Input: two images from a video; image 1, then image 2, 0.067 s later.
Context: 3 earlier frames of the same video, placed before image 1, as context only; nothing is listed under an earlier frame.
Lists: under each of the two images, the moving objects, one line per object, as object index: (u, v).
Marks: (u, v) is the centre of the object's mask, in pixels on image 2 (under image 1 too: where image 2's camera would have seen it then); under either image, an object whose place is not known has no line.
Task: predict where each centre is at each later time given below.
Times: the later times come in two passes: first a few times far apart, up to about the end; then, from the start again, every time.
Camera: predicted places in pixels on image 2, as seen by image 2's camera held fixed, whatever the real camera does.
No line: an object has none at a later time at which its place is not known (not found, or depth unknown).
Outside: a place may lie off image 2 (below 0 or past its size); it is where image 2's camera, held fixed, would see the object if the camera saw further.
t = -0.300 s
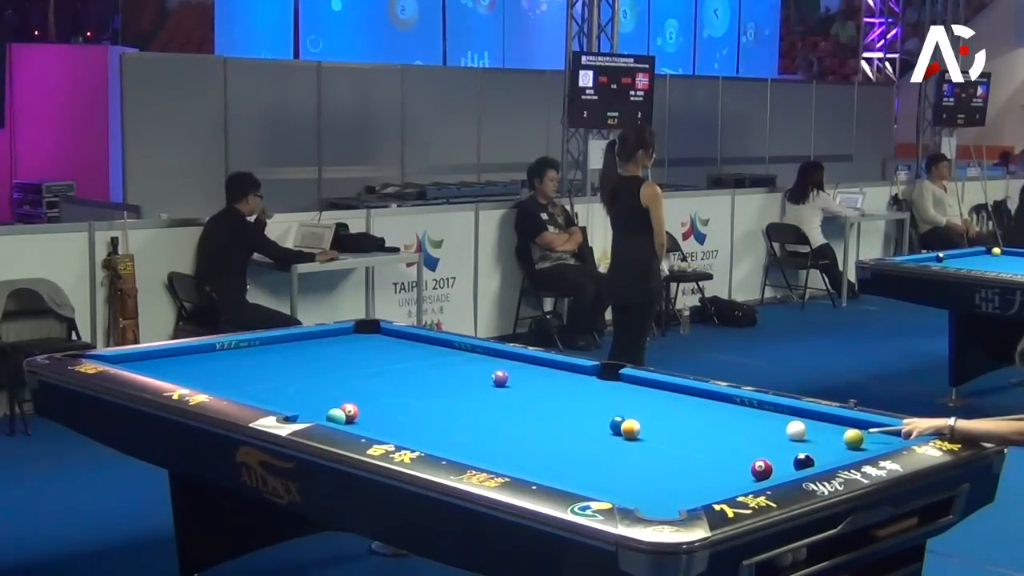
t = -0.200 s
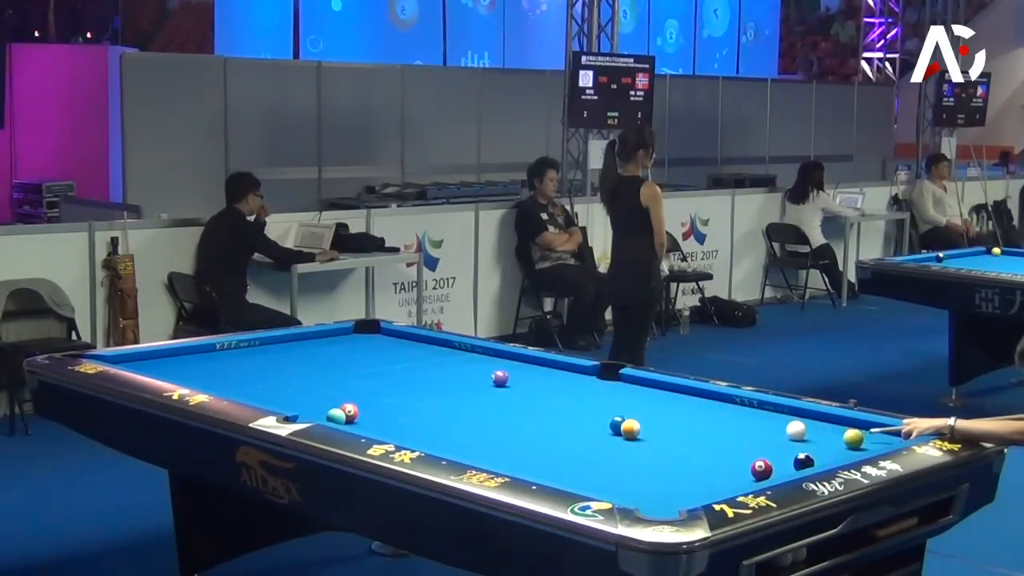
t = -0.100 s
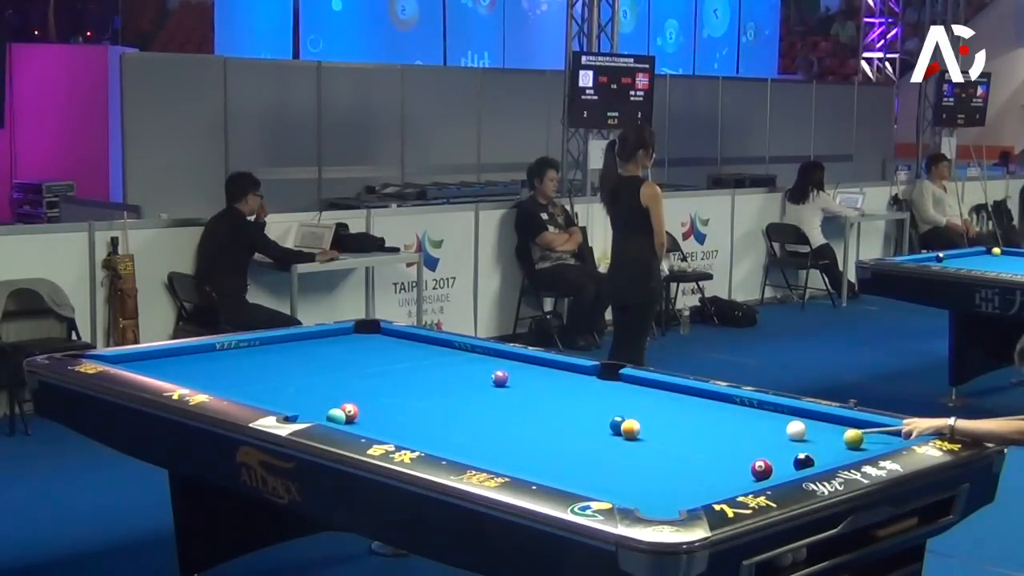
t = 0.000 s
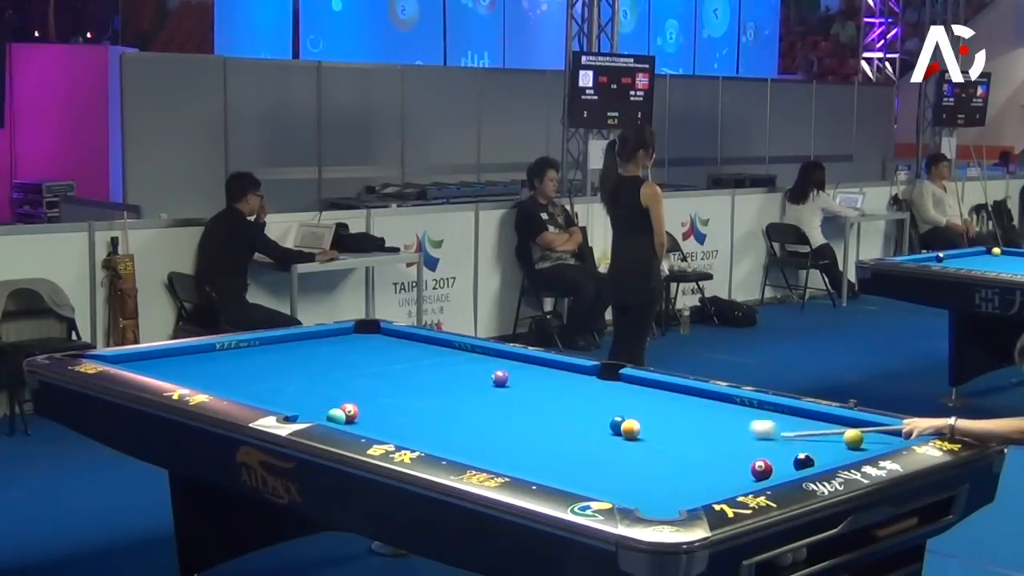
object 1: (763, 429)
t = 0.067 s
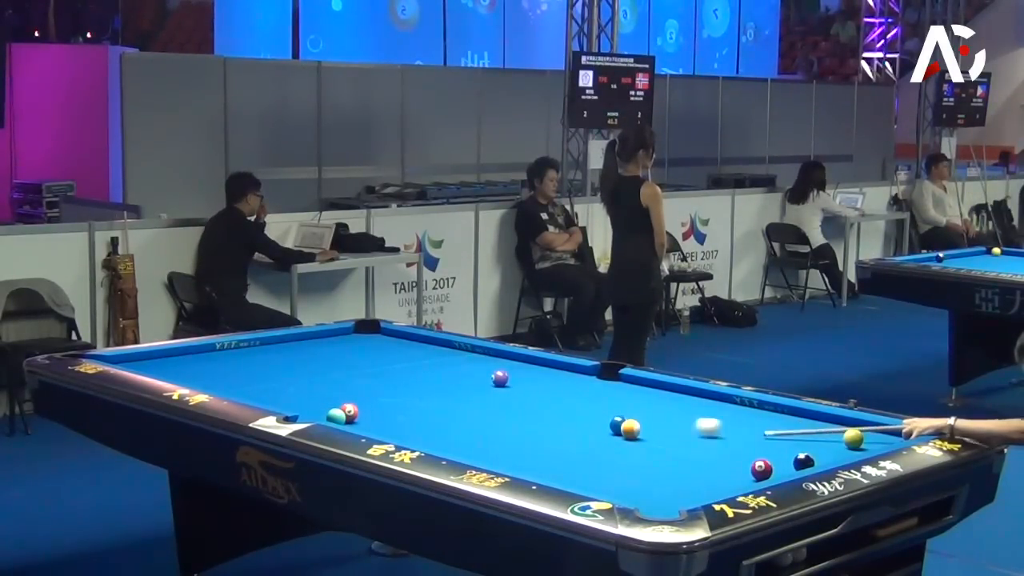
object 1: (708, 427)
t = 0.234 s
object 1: (640, 421)
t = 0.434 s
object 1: (647, 421)
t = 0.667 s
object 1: (658, 419)
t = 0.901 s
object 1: (669, 417)
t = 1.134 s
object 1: (678, 415)
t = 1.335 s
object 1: (686, 413)
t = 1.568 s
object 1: (693, 412)
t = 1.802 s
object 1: (700, 411)
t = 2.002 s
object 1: (705, 410)
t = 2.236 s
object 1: (710, 409)
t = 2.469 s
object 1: (714, 409)
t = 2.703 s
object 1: (717, 408)
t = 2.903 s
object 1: (719, 408)
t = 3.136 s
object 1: (721, 408)
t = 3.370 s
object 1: (721, 408)
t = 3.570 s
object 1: (720, 408)
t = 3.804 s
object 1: (720, 408)
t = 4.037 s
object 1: (720, 408)
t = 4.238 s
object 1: (720, 408)
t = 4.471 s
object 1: (720, 408)
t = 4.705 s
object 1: (720, 408)
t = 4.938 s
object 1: (720, 408)
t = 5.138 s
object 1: (720, 408)
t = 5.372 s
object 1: (720, 408)
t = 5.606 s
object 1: (720, 408)
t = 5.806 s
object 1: (720, 408)
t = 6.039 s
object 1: (720, 408)
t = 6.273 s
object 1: (720, 408)
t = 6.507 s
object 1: (720, 408)
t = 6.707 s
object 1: (720, 408)
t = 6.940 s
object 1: (720, 408)
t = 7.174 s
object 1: (720, 408)
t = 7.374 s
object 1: (720, 408)
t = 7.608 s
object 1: (720, 408)
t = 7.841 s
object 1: (720, 408)
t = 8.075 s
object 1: (720, 408)
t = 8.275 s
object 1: (720, 408)
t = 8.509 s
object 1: (720, 408)
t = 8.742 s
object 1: (720, 408)
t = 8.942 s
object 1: (720, 408)
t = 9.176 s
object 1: (720, 408)
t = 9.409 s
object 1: (720, 408)
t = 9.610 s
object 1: (720, 408)
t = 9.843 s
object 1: (720, 408)
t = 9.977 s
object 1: (720, 408)
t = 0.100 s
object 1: (682, 425)
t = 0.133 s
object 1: (658, 425)
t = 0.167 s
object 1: (640, 423)
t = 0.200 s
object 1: (640, 422)
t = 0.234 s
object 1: (640, 421)
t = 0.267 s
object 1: (641, 421)
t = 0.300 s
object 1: (642, 421)
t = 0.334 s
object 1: (643, 421)
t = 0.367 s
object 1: (645, 421)
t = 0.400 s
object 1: (646, 421)
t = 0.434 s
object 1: (647, 421)
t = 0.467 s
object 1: (649, 421)
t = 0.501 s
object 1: (650, 420)
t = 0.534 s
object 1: (652, 420)
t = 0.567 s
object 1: (654, 420)
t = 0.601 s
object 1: (655, 419)
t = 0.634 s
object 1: (657, 419)
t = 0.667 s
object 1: (658, 419)
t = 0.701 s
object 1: (660, 419)
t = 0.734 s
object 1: (661, 418)
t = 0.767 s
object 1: (663, 418)
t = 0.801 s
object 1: (665, 417)
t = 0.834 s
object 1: (666, 417)
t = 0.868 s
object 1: (667, 417)
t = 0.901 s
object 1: (669, 417)
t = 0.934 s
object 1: (670, 417)
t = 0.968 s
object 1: (672, 416)
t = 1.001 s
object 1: (673, 416)
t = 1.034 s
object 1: (674, 416)
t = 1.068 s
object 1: (676, 415)
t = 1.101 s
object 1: (677, 415)
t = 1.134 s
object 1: (678, 415)
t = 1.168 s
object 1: (679, 415)
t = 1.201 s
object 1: (681, 414)
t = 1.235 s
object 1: (682, 414)
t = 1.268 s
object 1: (683, 414)
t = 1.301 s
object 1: (684, 414)
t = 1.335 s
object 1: (686, 413)
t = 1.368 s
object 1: (687, 413)
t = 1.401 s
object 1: (688, 413)
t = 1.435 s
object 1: (689, 413)
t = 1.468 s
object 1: (690, 413)
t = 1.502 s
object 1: (691, 413)
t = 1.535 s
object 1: (692, 412)
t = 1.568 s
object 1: (693, 412)
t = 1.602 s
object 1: (694, 412)
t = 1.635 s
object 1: (695, 412)
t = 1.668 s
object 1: (696, 412)
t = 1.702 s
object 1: (697, 411)
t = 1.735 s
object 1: (698, 411)
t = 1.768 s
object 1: (699, 411)
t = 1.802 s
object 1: (700, 411)
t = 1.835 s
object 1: (701, 411)
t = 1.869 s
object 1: (702, 411)
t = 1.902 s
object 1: (703, 411)
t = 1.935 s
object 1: (703, 411)
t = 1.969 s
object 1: (704, 410)
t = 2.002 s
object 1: (705, 410)
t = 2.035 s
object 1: (706, 410)
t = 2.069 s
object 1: (707, 410)
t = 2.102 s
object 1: (707, 410)
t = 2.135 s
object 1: (708, 410)
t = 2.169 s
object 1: (709, 410)
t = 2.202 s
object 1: (709, 409)
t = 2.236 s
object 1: (710, 409)
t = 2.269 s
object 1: (711, 409)
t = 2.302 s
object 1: (711, 409)
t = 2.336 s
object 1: (712, 409)
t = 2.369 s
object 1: (713, 409)
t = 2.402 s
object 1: (713, 409)
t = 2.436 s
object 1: (714, 409)
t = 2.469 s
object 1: (714, 409)
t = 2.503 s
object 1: (715, 409)
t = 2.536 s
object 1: (715, 409)
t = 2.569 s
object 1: (716, 408)
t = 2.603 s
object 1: (716, 409)
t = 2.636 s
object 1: (716, 408)
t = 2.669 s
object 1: (717, 408)
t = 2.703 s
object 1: (717, 408)
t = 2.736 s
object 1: (718, 408)
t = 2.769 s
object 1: (718, 408)
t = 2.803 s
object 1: (718, 408)
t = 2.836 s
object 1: (719, 408)
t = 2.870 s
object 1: (719, 408)
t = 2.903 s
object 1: (719, 408)
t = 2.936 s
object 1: (720, 408)
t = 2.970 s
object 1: (720, 408)
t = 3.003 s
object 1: (720, 408)
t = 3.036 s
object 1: (720, 408)
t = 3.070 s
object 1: (720, 408)
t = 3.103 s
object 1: (721, 408)
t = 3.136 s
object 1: (721, 408)
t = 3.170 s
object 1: (721, 408)
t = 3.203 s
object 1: (721, 408)
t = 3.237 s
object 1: (721, 408)
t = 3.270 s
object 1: (721, 408)
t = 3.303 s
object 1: (721, 408)
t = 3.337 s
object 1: (721, 408)
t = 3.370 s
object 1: (721, 408)
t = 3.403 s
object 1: (721, 408)
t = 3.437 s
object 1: (720, 408)
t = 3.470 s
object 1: (720, 408)
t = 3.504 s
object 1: (720, 408)
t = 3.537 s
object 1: (720, 408)
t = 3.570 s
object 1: (720, 408)
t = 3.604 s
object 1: (720, 408)
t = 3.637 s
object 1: (720, 408)
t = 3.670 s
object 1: (720, 408)
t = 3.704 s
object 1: (720, 408)
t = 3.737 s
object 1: (720, 408)
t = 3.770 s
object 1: (720, 408)
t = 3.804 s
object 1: (720, 408)
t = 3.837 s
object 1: (720, 408)
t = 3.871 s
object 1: (720, 408)
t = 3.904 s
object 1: (720, 408)
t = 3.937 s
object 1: (720, 408)
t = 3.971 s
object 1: (720, 408)
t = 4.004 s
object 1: (720, 408)
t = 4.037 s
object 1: (720, 408)
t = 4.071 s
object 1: (720, 408)
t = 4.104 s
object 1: (720, 408)
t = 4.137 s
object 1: (720, 408)
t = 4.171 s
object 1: (720, 408)
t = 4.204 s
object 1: (720, 408)
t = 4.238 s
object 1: (720, 408)
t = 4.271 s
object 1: (720, 408)
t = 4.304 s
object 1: (720, 408)
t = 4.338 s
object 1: (720, 408)
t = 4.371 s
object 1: (720, 408)
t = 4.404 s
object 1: (720, 408)
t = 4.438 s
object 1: (720, 408)
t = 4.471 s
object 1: (720, 408)
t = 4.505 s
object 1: (720, 408)
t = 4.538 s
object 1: (720, 408)
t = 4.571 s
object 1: (720, 408)
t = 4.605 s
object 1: (720, 408)
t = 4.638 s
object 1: (720, 408)
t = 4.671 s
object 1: (720, 408)
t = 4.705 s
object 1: (720, 408)
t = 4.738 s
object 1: (720, 408)
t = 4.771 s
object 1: (720, 408)
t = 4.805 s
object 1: (720, 408)
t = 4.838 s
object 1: (720, 408)
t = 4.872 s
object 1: (720, 408)
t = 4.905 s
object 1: (720, 408)
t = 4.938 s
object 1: (720, 408)
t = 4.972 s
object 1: (720, 408)
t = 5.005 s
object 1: (720, 408)
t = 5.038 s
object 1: (720, 408)
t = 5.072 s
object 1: (720, 408)
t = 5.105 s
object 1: (720, 408)
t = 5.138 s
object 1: (720, 408)
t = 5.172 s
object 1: (720, 408)
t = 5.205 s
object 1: (720, 408)
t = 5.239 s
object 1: (720, 408)
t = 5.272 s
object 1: (720, 408)
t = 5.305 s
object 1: (720, 408)
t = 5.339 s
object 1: (720, 408)
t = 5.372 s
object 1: (720, 408)
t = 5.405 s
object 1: (720, 408)
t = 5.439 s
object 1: (720, 408)
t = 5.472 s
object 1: (720, 408)
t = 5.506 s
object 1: (720, 408)
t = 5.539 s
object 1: (720, 408)
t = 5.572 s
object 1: (720, 408)
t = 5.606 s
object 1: (720, 408)
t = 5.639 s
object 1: (720, 408)
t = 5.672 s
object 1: (720, 408)
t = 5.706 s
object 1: (720, 408)
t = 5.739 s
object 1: (720, 408)
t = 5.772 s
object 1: (720, 408)
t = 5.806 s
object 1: (720, 408)
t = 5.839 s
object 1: (720, 408)
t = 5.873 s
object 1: (720, 408)
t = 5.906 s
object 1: (720, 408)
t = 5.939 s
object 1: (720, 408)
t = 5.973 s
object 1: (720, 408)
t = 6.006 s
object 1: (720, 408)
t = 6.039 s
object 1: (720, 408)
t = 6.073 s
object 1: (720, 408)
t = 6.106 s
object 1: (720, 408)
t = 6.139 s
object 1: (720, 408)
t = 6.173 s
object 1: (720, 408)
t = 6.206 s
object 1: (720, 408)
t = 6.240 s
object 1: (720, 408)
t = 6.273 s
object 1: (720, 408)
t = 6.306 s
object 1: (720, 408)
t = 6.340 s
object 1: (720, 408)
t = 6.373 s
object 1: (720, 408)
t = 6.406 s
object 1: (720, 408)
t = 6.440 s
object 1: (720, 408)
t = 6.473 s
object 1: (720, 408)
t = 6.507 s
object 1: (720, 408)
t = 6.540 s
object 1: (720, 408)
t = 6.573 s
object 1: (720, 408)
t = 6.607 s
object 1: (720, 408)
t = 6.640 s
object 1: (720, 408)
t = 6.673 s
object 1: (720, 408)
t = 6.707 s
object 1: (720, 408)
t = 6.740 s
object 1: (720, 408)
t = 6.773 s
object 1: (720, 408)
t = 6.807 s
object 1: (720, 408)
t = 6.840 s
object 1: (720, 408)
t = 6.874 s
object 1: (720, 408)
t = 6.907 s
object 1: (720, 408)
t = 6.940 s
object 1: (720, 408)
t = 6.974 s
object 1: (720, 408)
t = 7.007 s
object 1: (720, 408)
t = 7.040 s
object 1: (720, 408)
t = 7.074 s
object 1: (720, 408)
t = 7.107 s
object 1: (720, 408)
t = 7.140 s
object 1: (720, 408)
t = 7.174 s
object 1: (720, 408)
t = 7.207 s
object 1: (720, 408)
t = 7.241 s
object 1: (720, 408)
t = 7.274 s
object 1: (720, 408)
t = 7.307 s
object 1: (720, 408)
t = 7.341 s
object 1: (720, 408)
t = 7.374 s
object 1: (720, 408)
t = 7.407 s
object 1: (720, 408)
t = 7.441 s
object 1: (720, 408)
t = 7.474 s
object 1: (720, 408)
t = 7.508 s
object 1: (720, 408)
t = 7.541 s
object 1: (720, 408)
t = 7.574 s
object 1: (720, 408)
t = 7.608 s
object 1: (720, 408)
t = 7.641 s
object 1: (720, 408)
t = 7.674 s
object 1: (720, 408)
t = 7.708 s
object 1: (720, 408)
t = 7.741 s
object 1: (720, 408)
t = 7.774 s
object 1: (720, 408)
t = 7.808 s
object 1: (720, 408)
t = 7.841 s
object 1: (720, 408)
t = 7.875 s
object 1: (720, 408)
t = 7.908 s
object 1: (720, 408)
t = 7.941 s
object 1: (720, 408)
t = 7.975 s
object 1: (720, 408)
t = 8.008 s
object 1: (720, 408)
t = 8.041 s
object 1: (720, 408)
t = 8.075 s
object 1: (720, 408)
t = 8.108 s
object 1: (720, 408)
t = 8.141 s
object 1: (720, 408)
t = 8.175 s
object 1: (720, 408)
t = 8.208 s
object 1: (720, 408)
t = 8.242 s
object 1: (720, 408)
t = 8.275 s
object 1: (720, 408)
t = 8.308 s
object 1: (720, 408)
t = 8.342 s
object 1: (720, 408)
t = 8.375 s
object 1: (720, 408)
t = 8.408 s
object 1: (720, 408)
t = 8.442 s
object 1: (720, 408)
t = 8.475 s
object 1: (720, 408)
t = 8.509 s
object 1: (720, 408)
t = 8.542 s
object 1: (720, 408)
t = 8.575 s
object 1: (720, 408)
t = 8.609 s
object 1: (720, 408)
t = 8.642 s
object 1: (720, 408)
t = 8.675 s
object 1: (720, 408)
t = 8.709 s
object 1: (720, 408)
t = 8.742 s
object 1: (720, 408)
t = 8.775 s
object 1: (720, 408)
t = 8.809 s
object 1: (720, 408)
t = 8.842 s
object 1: (720, 408)
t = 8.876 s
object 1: (720, 408)
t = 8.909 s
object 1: (720, 408)
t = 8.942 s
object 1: (720, 408)
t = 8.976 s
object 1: (720, 408)
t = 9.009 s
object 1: (720, 408)
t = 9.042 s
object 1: (720, 408)
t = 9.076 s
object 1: (720, 408)
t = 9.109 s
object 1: (720, 408)
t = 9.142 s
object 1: (720, 408)
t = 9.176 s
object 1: (720, 408)
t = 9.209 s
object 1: (720, 408)
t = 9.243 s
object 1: (720, 408)
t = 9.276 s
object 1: (720, 408)
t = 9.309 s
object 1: (720, 408)
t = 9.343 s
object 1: (720, 408)
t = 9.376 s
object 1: (720, 408)
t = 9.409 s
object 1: (720, 408)
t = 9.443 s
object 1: (720, 408)
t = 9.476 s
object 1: (720, 408)
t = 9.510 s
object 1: (720, 408)
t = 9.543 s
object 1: (720, 408)
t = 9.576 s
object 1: (720, 408)
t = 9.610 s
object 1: (720, 408)
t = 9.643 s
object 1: (720, 408)
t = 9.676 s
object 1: (720, 408)
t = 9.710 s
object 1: (720, 408)
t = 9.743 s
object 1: (720, 408)
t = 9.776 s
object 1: (720, 408)
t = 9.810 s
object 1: (720, 408)
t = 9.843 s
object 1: (720, 408)
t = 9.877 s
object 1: (720, 408)
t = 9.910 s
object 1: (720, 408)
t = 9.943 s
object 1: (720, 408)
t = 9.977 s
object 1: (720, 408)
